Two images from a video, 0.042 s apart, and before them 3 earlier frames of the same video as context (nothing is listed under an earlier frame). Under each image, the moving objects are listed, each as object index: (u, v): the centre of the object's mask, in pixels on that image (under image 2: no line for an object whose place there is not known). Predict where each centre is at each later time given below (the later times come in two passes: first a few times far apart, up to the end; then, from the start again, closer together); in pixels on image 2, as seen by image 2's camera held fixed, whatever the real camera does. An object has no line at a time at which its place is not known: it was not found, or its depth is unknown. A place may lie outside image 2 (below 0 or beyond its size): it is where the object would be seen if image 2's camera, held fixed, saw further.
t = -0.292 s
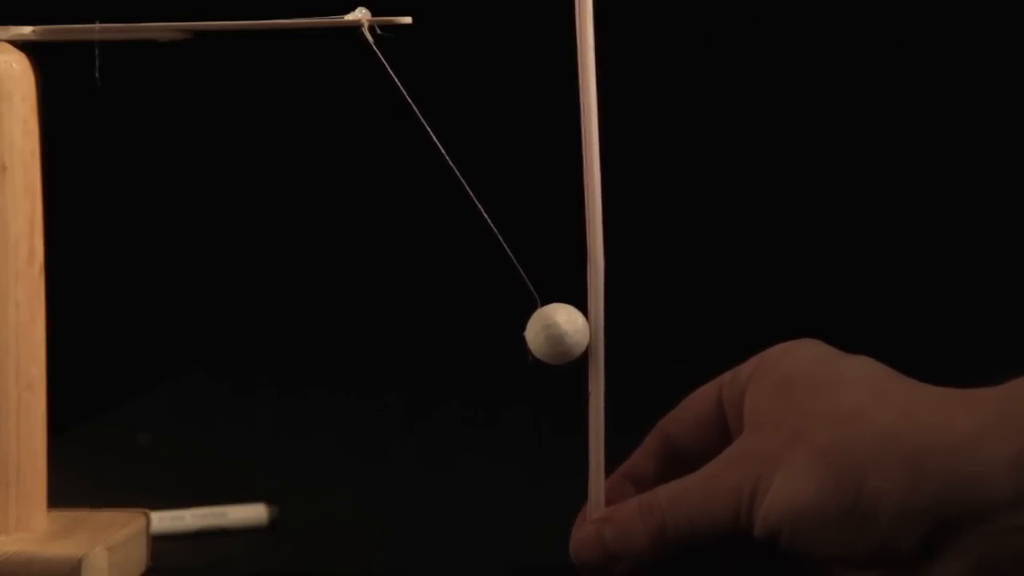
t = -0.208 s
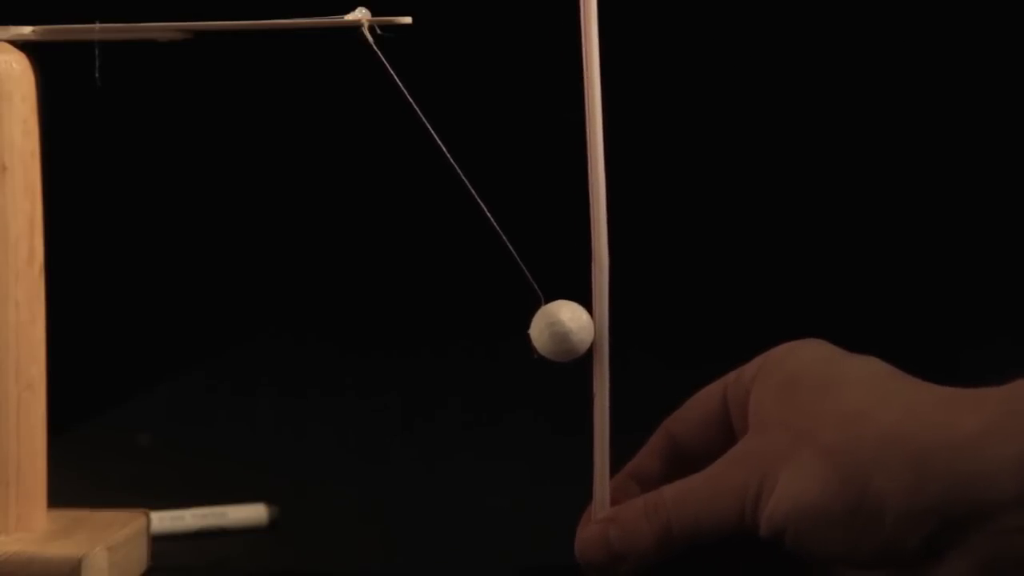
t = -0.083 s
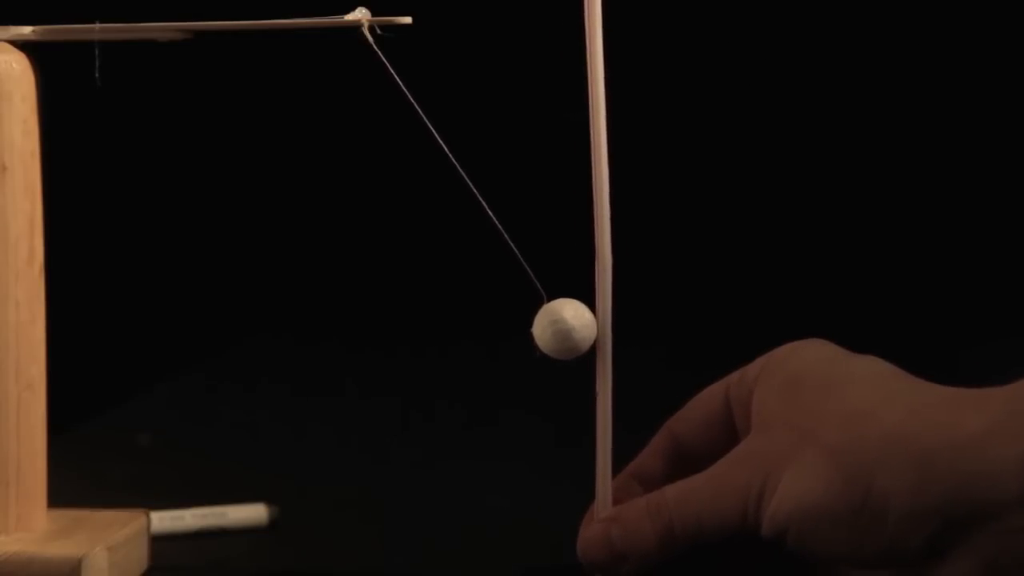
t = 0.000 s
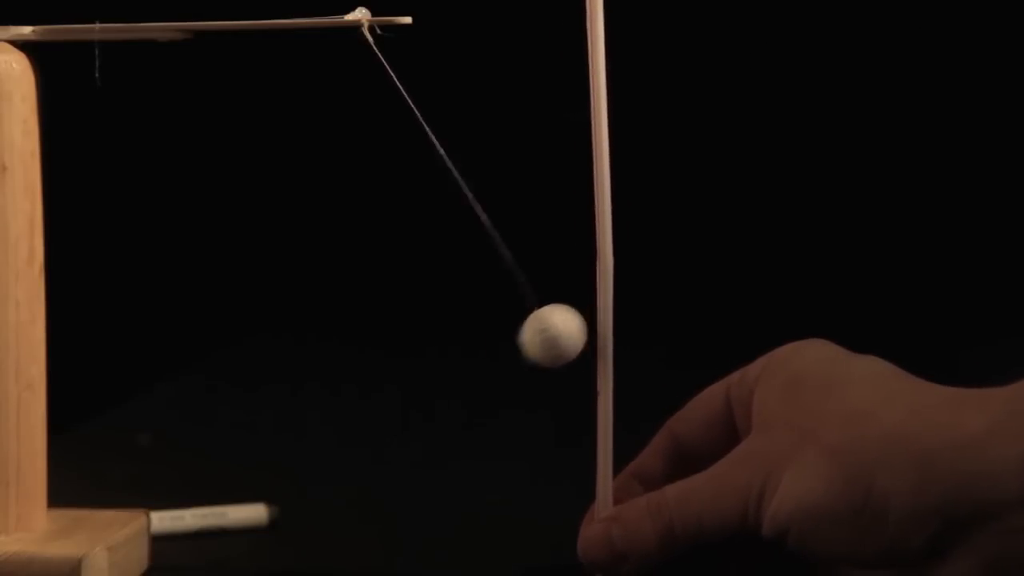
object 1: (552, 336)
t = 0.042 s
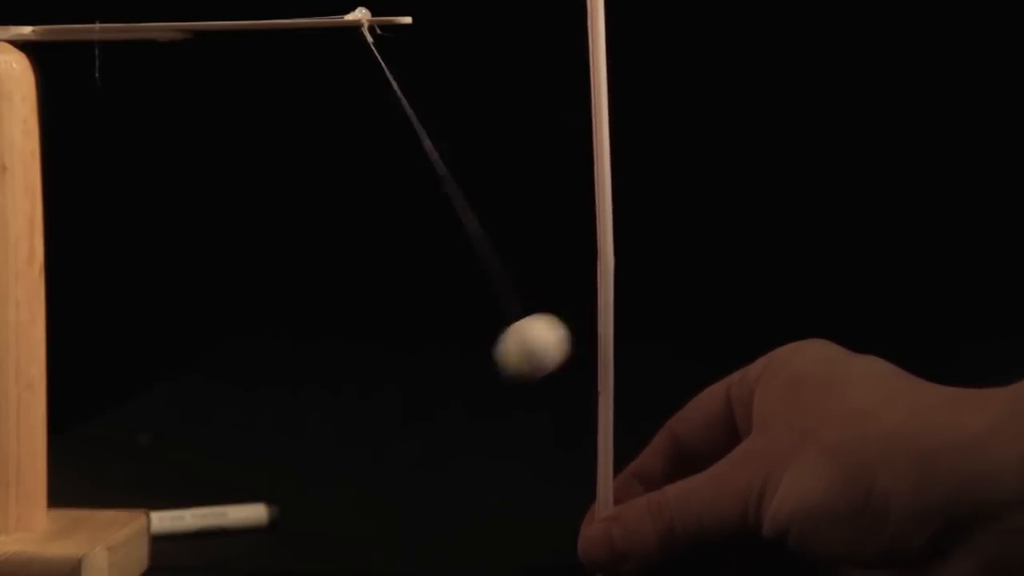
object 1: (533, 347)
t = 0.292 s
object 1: (232, 368)
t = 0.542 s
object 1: (368, 389)
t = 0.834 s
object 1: (456, 375)
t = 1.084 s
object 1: (238, 370)
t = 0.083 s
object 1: (498, 362)
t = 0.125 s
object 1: (448, 378)
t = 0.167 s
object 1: (388, 389)
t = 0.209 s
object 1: (326, 389)
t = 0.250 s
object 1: (272, 381)
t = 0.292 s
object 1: (232, 368)
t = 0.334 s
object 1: (211, 361)
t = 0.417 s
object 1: (228, 367)
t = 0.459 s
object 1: (264, 378)
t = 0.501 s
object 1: (313, 387)
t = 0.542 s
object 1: (368, 389)
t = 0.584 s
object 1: (420, 384)
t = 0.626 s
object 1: (463, 374)
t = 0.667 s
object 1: (492, 365)
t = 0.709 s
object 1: (506, 360)
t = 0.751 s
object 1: (504, 360)
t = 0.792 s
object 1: (487, 366)
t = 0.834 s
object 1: (456, 375)
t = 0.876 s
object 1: (413, 384)
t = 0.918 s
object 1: (364, 389)
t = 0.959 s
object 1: (316, 387)
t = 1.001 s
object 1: (277, 380)
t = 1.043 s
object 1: (250, 373)
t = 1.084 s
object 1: (238, 370)
